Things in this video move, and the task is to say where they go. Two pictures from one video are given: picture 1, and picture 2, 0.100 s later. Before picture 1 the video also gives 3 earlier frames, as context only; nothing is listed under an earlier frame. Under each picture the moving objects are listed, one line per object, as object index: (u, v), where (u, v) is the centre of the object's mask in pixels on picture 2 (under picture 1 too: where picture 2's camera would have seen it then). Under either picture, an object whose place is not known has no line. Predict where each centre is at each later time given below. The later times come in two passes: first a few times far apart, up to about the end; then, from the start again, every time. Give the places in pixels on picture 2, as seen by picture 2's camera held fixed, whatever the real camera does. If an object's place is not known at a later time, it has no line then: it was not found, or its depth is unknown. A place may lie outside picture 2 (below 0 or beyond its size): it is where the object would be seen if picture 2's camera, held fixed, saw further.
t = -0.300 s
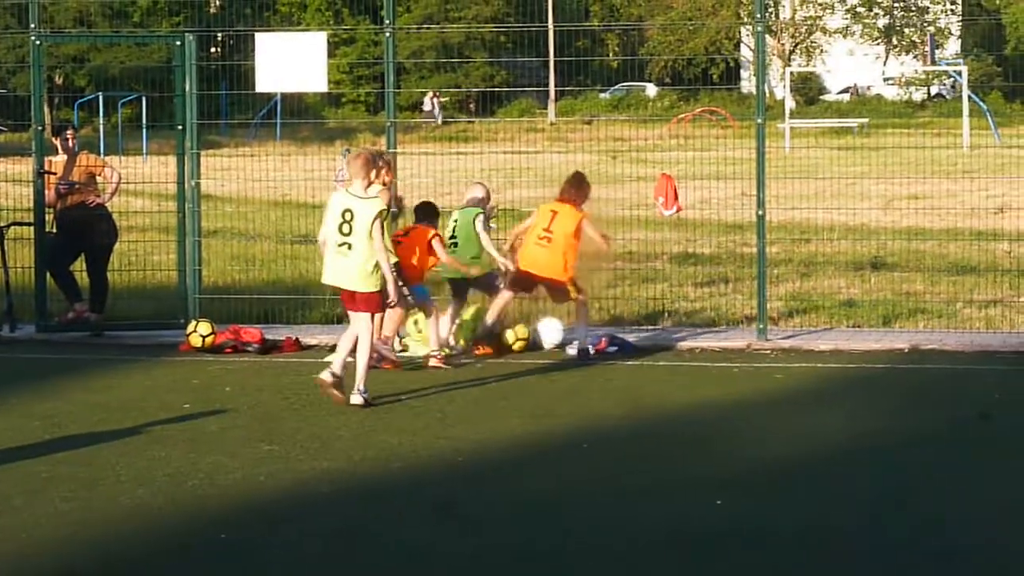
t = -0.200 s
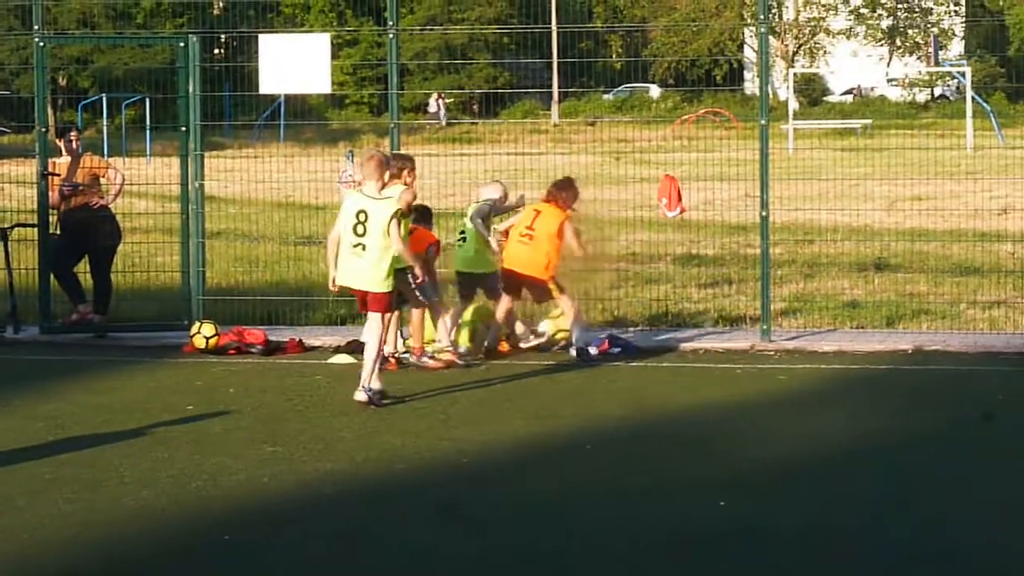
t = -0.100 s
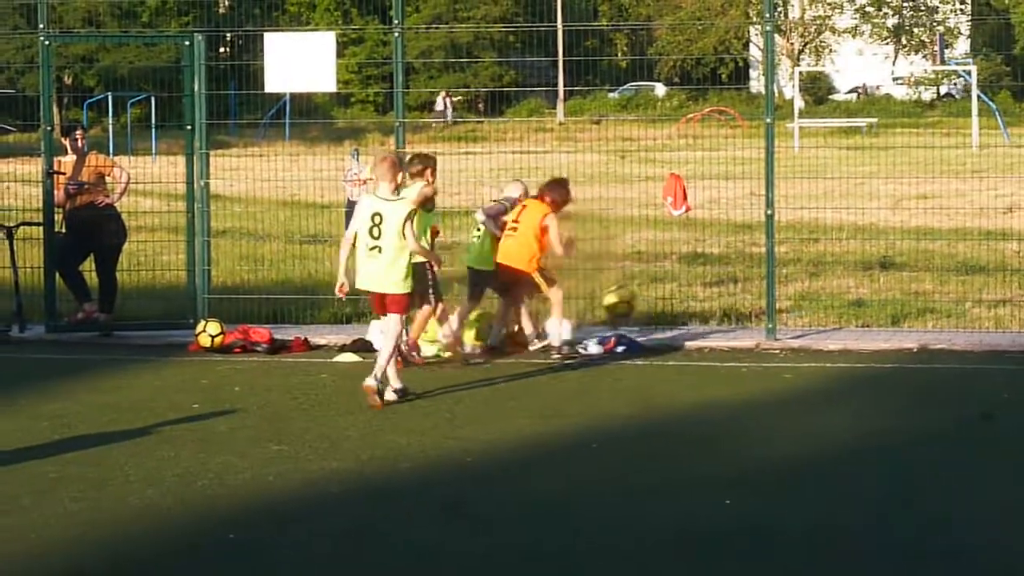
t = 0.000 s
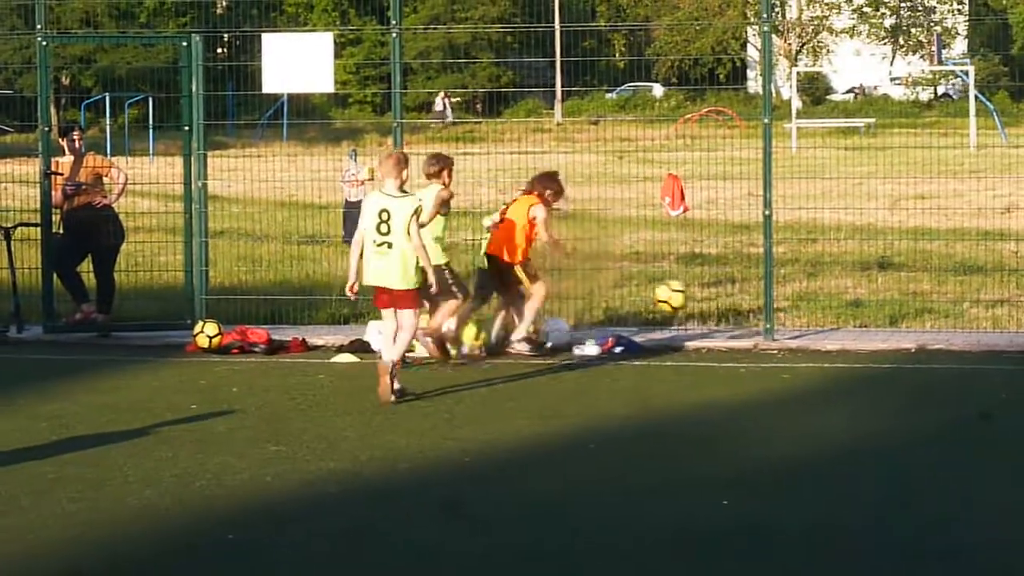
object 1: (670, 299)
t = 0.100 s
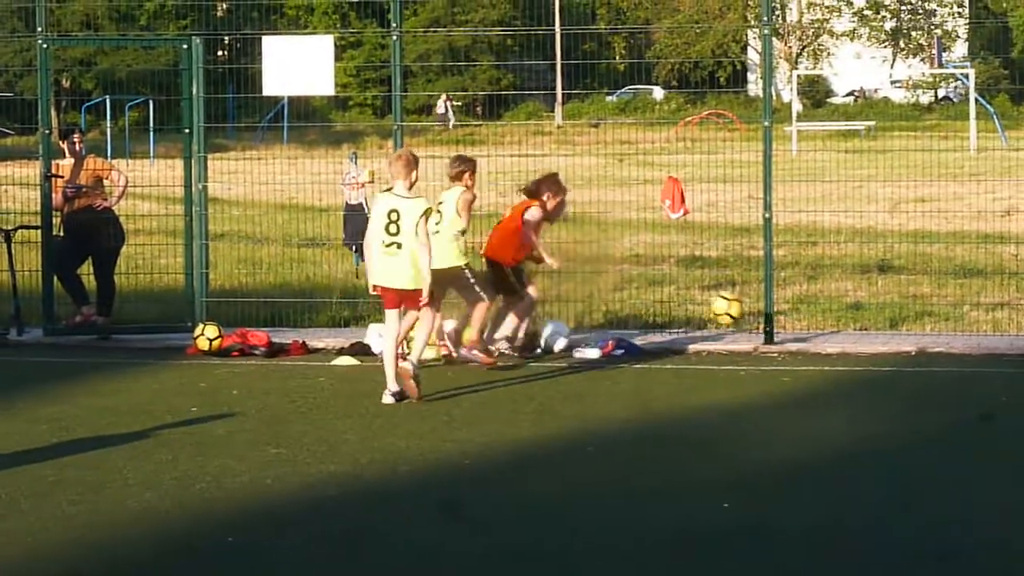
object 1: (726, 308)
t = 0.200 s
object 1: (779, 334)
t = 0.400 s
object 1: (856, 321)
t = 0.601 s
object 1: (926, 336)
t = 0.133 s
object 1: (743, 315)
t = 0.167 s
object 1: (760, 323)
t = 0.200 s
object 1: (779, 334)
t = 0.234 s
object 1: (798, 346)
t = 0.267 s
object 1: (812, 346)
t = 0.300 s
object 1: (822, 337)
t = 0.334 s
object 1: (834, 329)
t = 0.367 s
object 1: (845, 324)
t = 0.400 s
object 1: (856, 321)
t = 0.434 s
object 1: (868, 319)
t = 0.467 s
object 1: (879, 320)
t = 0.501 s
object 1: (891, 321)
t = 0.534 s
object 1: (902, 324)
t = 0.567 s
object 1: (914, 330)
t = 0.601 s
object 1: (926, 336)
